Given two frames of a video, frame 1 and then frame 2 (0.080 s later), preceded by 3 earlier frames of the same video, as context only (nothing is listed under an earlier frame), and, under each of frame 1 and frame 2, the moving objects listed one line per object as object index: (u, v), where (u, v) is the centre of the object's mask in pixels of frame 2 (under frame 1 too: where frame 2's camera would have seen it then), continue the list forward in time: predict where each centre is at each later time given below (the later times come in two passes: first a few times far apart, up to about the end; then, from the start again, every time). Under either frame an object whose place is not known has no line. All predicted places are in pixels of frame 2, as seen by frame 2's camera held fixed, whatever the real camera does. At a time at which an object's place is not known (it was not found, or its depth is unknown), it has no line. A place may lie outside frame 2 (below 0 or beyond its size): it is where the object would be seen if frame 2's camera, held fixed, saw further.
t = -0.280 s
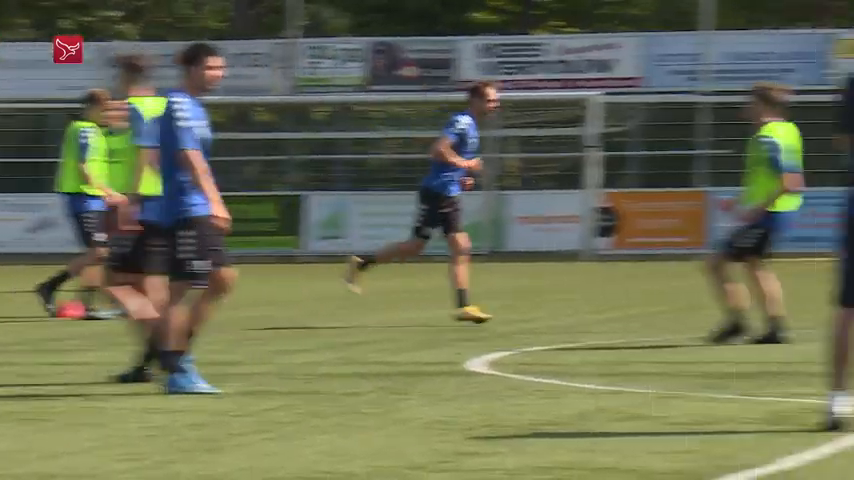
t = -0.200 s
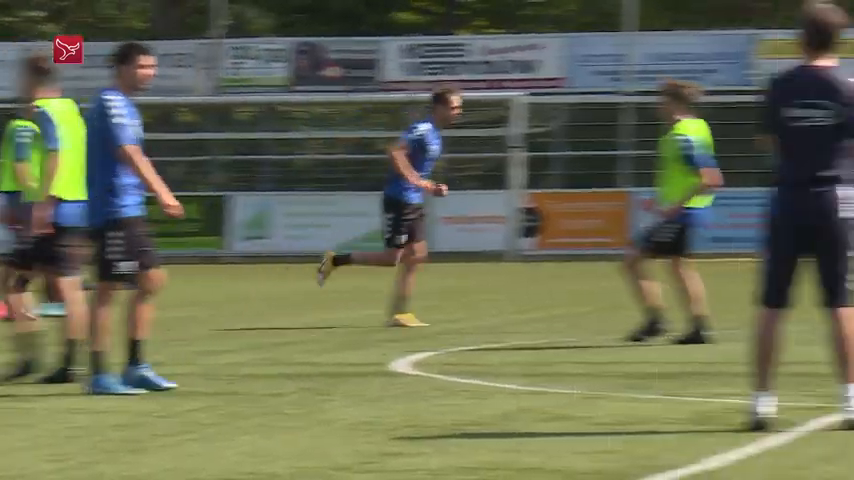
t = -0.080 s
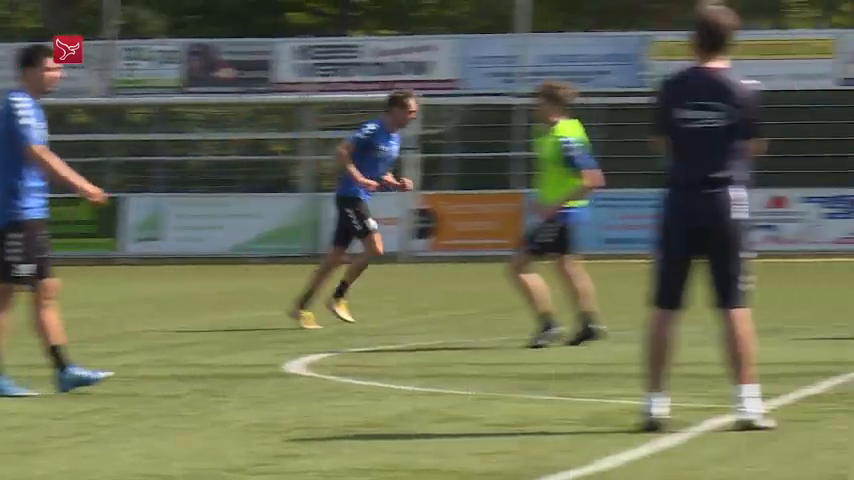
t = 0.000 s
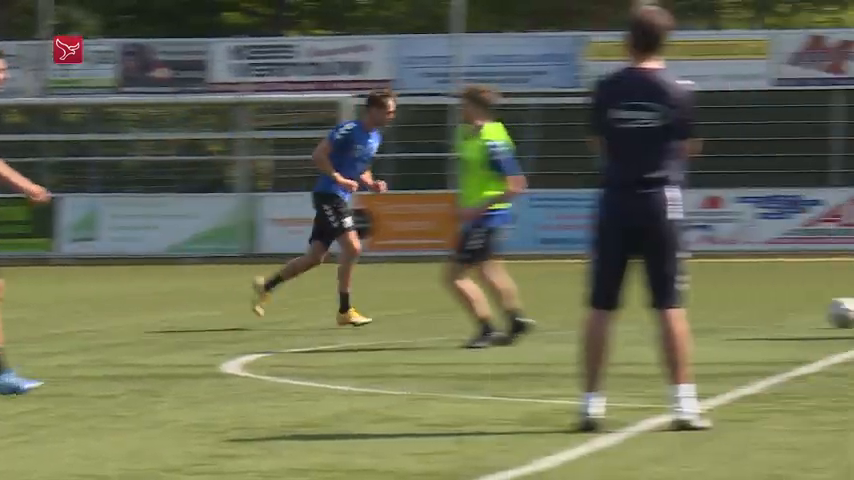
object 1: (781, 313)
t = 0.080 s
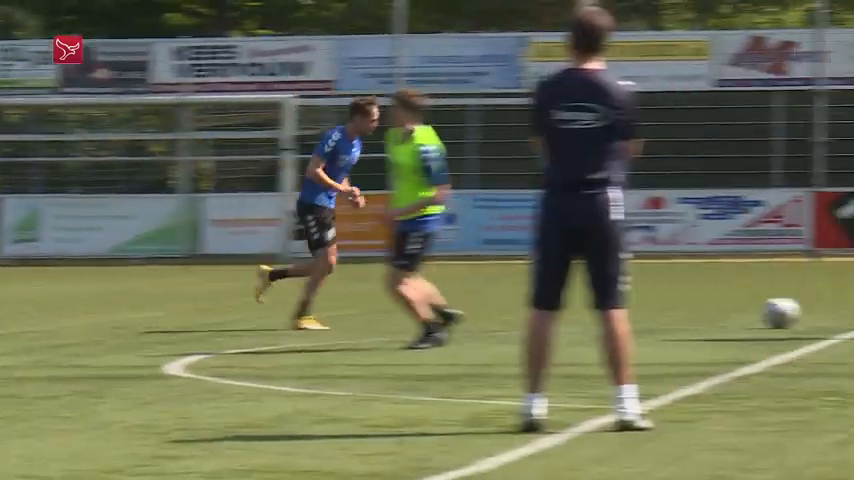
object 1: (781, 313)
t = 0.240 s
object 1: (769, 313)
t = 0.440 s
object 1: (753, 312)
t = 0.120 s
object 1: (778, 313)
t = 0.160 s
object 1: (776, 313)
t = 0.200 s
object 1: (772, 313)
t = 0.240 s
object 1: (769, 313)
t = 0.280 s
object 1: (766, 312)
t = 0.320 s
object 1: (763, 312)
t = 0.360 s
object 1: (760, 312)
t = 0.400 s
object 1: (757, 313)
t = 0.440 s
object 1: (753, 312)
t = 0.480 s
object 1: (749, 313)
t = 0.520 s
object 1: (746, 313)
